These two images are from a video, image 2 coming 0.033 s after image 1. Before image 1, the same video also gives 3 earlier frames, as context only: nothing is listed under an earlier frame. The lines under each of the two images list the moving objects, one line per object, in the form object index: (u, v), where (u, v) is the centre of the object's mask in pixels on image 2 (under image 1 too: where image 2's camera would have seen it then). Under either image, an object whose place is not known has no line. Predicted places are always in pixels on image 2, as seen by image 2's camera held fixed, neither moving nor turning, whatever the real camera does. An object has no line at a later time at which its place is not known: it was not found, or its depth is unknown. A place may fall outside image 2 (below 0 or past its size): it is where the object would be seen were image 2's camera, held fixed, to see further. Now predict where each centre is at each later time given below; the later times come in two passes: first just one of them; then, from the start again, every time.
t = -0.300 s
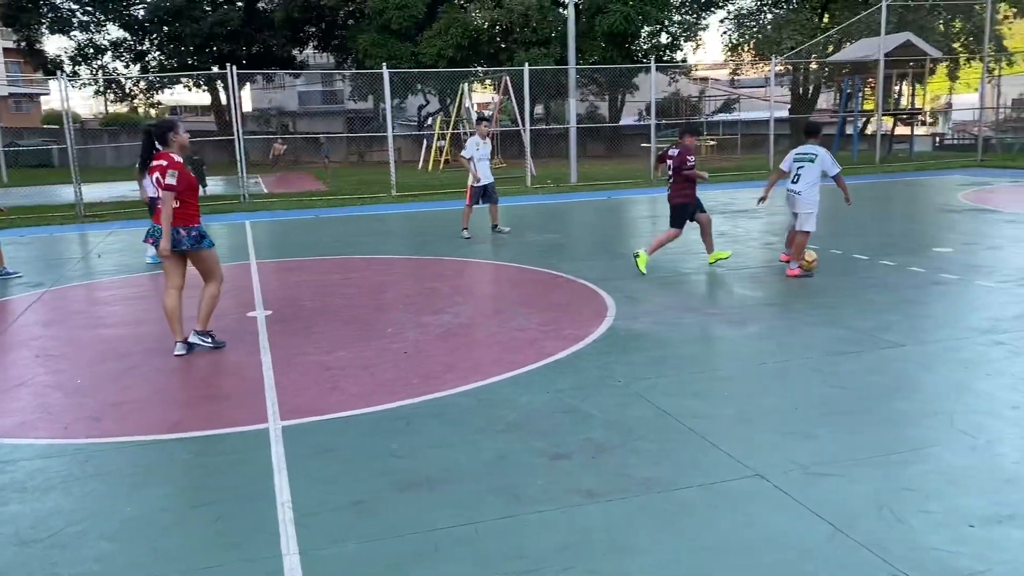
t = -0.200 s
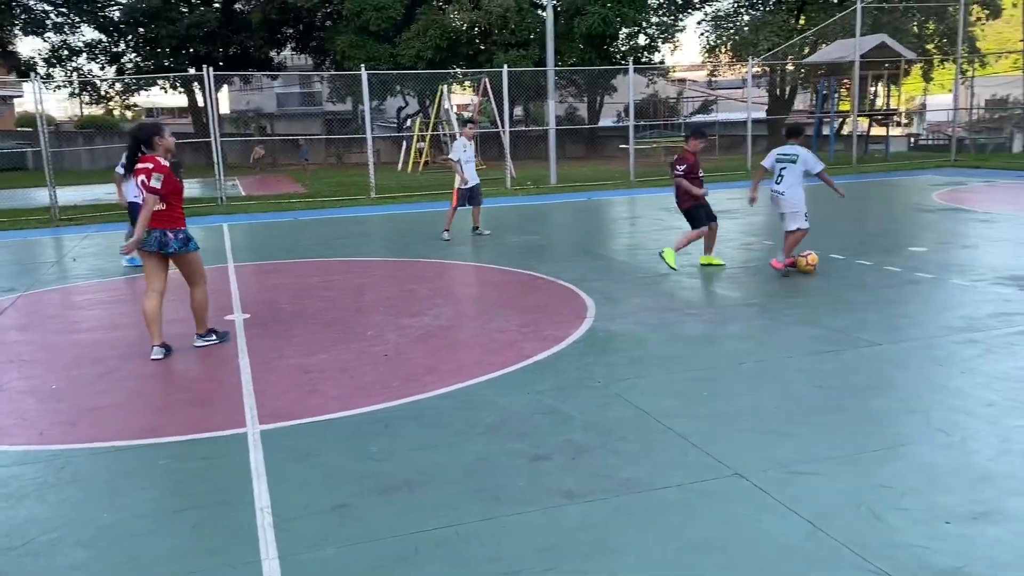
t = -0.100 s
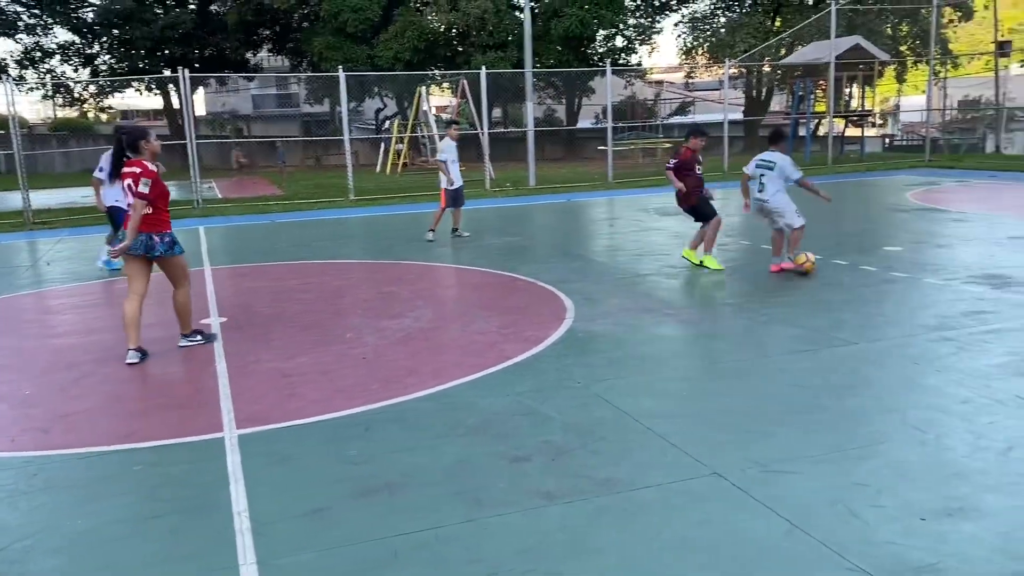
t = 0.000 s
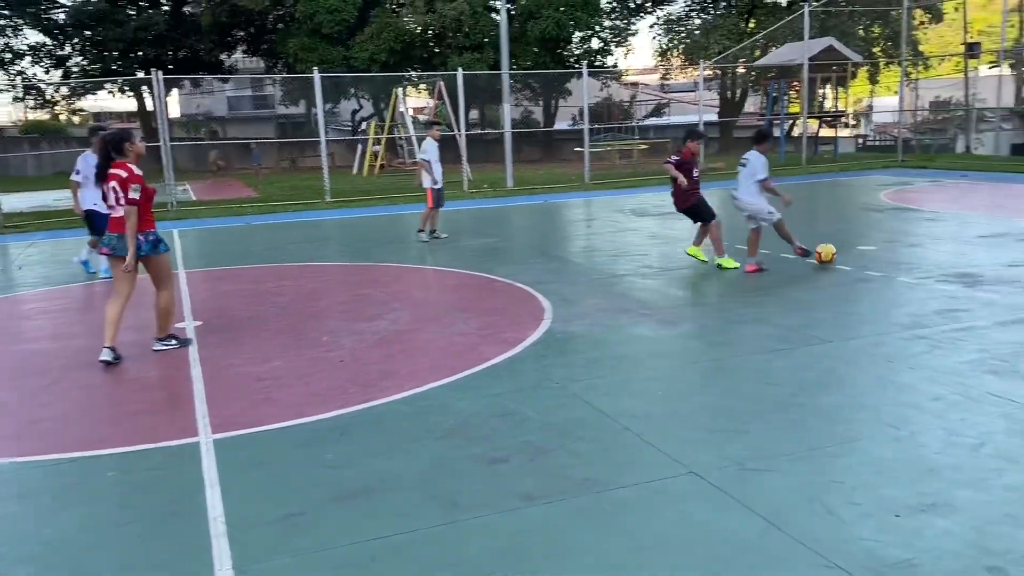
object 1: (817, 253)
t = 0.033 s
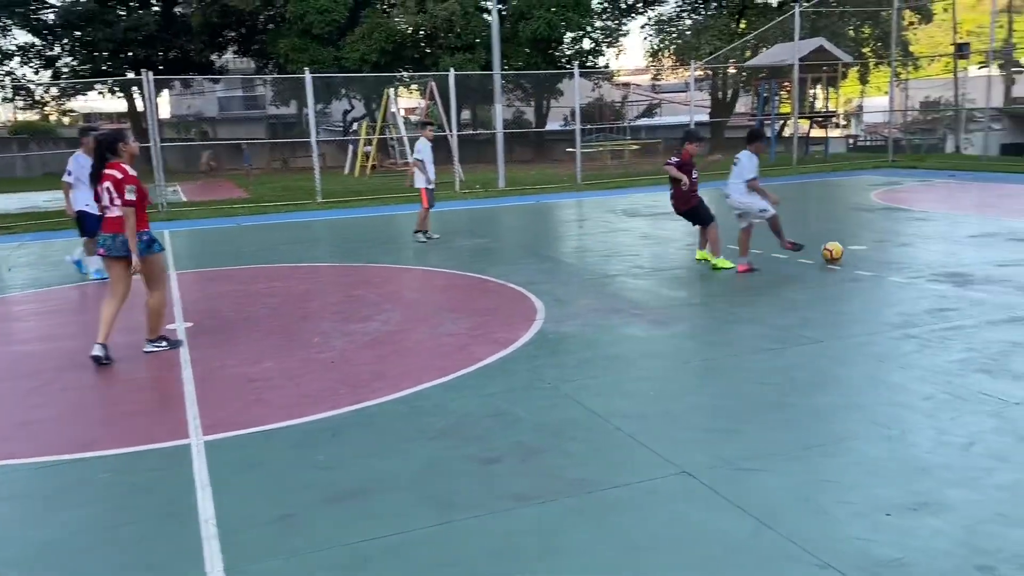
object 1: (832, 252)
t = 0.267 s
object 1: (916, 238)
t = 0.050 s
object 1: (840, 252)
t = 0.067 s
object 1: (847, 250)
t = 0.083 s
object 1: (853, 248)
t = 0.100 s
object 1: (859, 247)
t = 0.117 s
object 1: (866, 245)
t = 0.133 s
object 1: (872, 244)
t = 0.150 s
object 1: (878, 244)
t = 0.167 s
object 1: (885, 244)
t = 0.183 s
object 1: (890, 243)
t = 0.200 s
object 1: (895, 242)
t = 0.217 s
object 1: (901, 240)
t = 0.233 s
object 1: (906, 239)
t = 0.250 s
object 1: (911, 239)
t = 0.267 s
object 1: (916, 238)
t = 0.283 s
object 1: (920, 238)
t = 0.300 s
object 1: (925, 237)
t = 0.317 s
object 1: (930, 235)
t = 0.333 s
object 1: (934, 235)
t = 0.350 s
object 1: (938, 234)
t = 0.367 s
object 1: (941, 234)
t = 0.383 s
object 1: (946, 233)
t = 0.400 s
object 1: (950, 233)
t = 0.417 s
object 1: (954, 232)
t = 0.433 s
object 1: (957, 231)
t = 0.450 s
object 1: (960, 231)
